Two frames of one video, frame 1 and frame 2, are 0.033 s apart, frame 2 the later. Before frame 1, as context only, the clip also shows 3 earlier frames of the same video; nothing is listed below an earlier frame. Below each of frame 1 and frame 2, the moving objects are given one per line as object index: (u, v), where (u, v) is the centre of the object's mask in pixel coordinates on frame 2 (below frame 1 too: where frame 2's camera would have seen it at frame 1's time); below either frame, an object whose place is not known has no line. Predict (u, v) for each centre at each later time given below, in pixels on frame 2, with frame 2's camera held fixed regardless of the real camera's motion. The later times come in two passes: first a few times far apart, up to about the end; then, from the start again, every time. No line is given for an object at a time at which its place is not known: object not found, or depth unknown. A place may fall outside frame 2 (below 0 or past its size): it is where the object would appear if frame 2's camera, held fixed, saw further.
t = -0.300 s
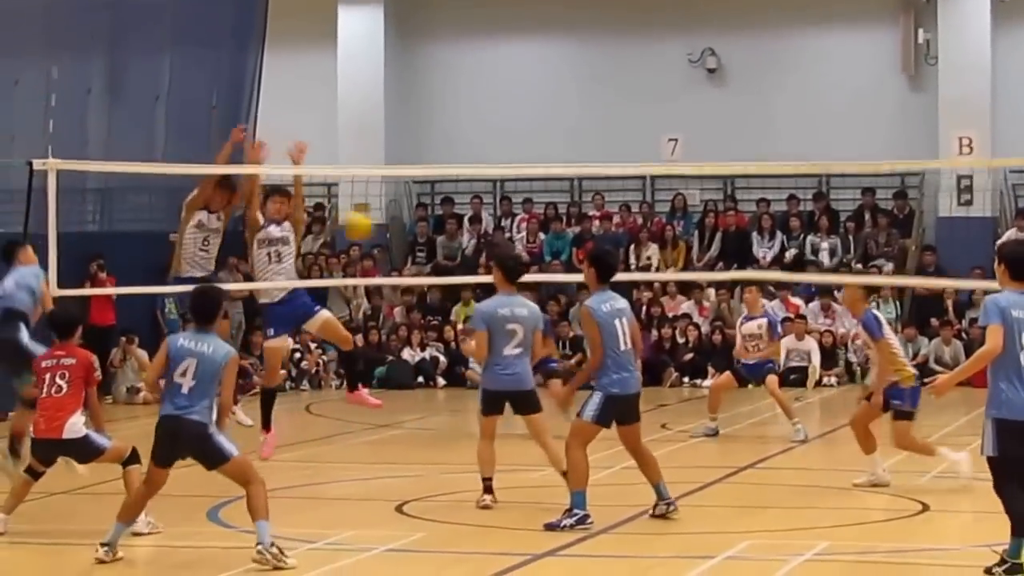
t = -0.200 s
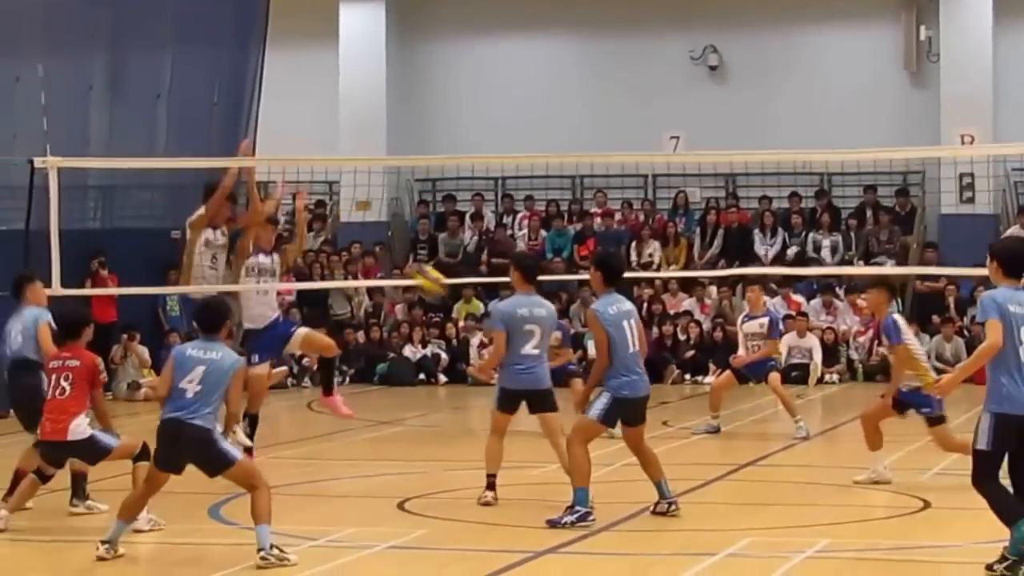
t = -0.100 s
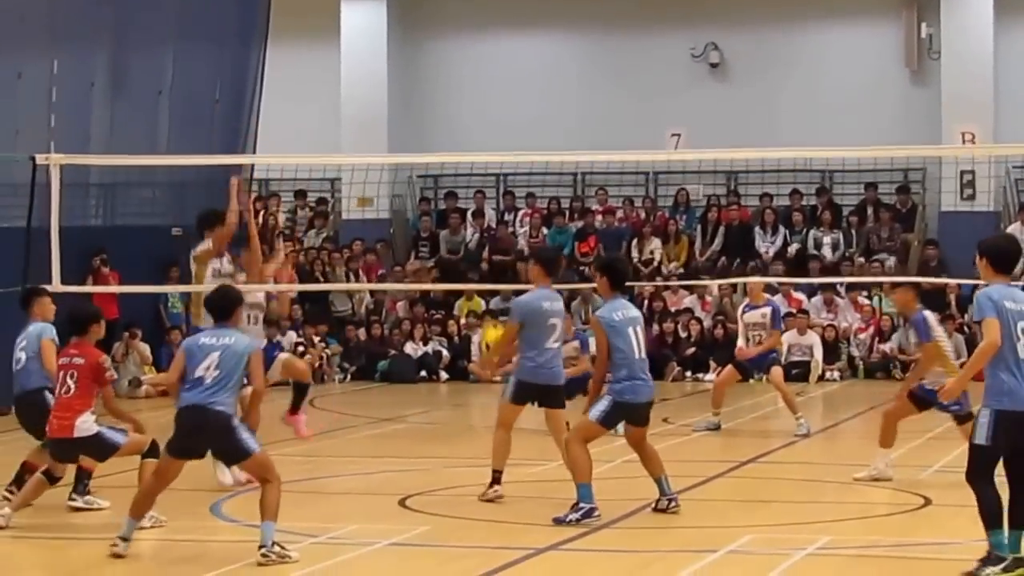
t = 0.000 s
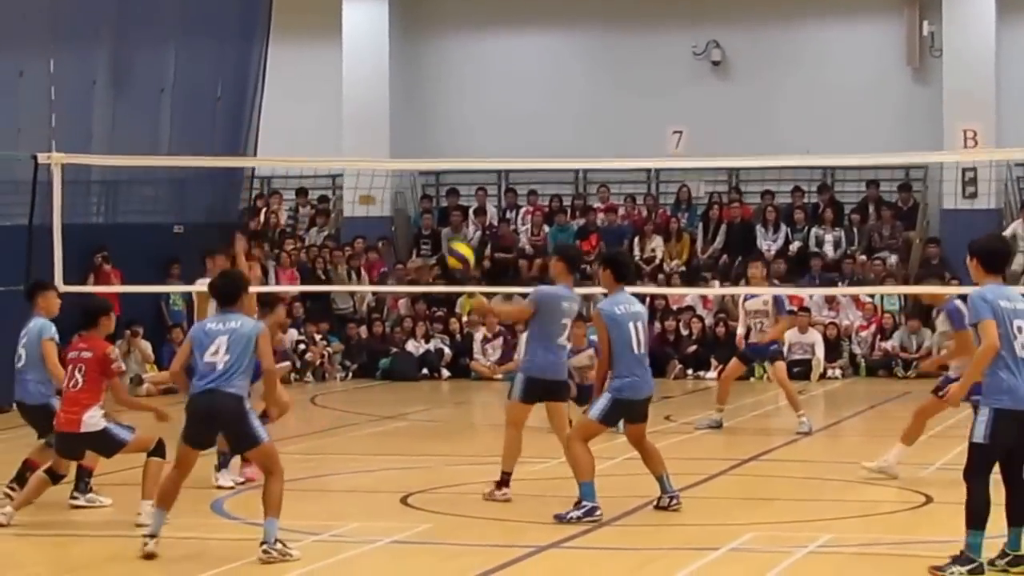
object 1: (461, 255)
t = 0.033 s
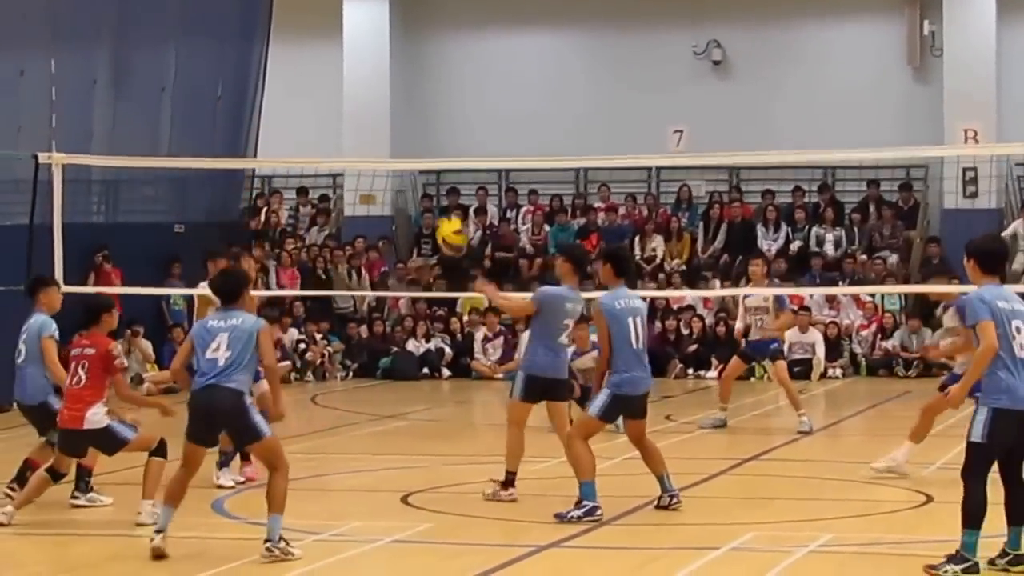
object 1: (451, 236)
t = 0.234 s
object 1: (380, 123)
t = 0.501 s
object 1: (286, 66)
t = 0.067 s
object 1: (439, 211)
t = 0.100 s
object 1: (428, 188)
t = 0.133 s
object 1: (415, 169)
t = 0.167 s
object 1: (404, 152)
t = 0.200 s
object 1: (392, 137)
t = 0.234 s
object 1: (380, 123)
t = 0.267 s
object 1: (368, 111)
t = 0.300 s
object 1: (357, 100)
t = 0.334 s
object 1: (345, 90)
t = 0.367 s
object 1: (333, 81)
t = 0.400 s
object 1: (321, 75)
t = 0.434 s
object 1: (310, 71)
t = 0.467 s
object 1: (298, 68)
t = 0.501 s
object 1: (286, 66)
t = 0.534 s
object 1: (270, 65)
